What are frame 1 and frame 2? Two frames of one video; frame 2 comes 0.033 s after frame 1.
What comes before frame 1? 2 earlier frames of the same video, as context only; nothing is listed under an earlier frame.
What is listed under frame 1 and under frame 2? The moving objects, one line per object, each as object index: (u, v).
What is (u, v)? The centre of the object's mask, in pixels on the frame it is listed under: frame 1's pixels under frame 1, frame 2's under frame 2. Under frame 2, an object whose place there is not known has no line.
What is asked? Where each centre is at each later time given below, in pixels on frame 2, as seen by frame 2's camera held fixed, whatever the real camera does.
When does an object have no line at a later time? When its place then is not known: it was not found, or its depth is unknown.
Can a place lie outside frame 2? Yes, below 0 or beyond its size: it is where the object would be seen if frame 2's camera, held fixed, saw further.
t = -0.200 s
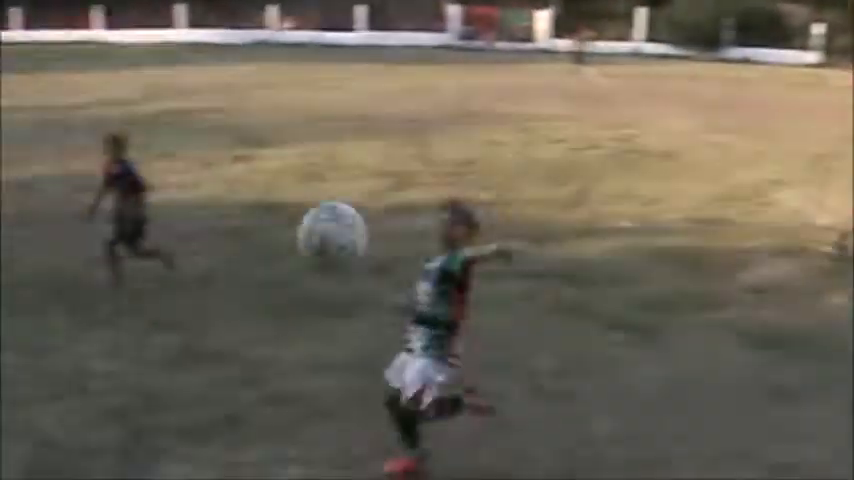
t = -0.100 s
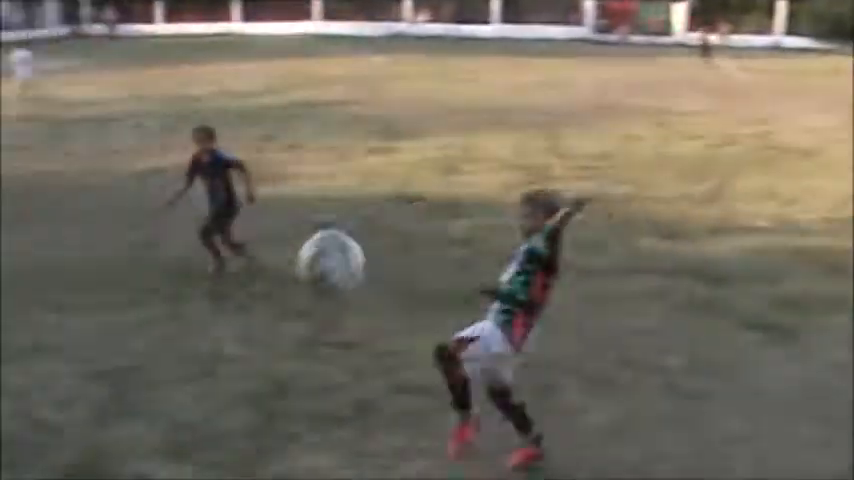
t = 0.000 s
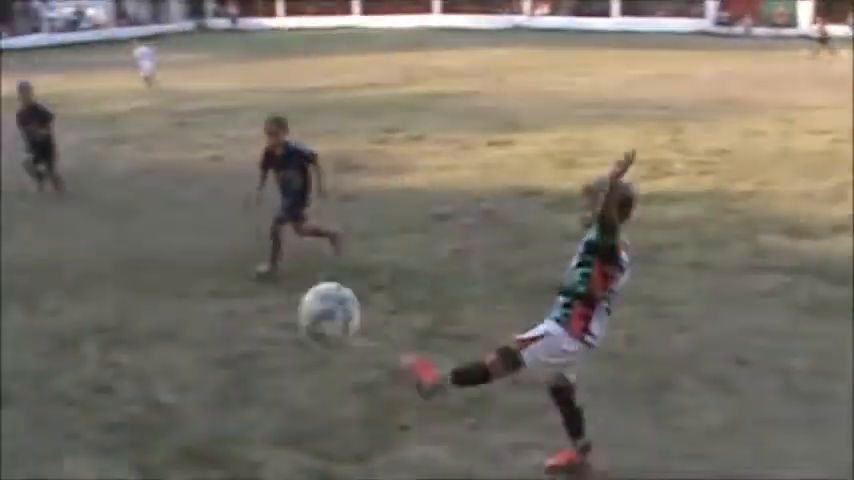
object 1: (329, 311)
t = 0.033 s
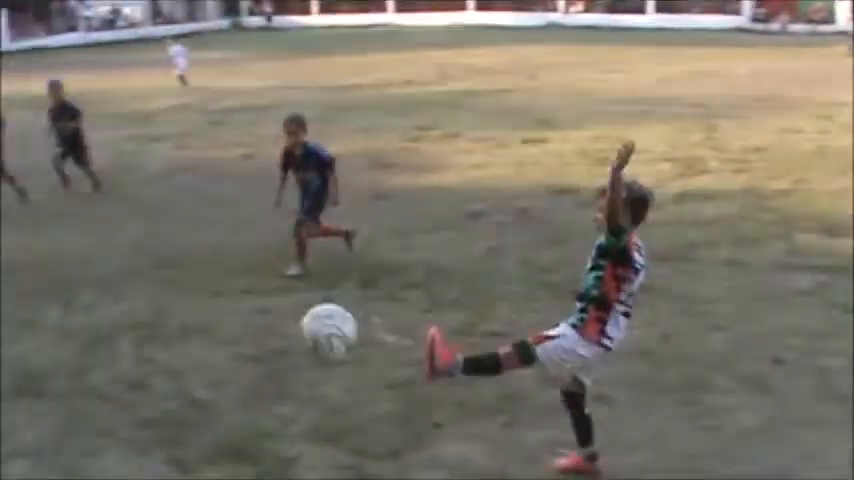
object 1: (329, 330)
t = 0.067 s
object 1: (296, 357)
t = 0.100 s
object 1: (264, 382)
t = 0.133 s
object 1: (236, 411)
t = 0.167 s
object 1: (208, 437)
